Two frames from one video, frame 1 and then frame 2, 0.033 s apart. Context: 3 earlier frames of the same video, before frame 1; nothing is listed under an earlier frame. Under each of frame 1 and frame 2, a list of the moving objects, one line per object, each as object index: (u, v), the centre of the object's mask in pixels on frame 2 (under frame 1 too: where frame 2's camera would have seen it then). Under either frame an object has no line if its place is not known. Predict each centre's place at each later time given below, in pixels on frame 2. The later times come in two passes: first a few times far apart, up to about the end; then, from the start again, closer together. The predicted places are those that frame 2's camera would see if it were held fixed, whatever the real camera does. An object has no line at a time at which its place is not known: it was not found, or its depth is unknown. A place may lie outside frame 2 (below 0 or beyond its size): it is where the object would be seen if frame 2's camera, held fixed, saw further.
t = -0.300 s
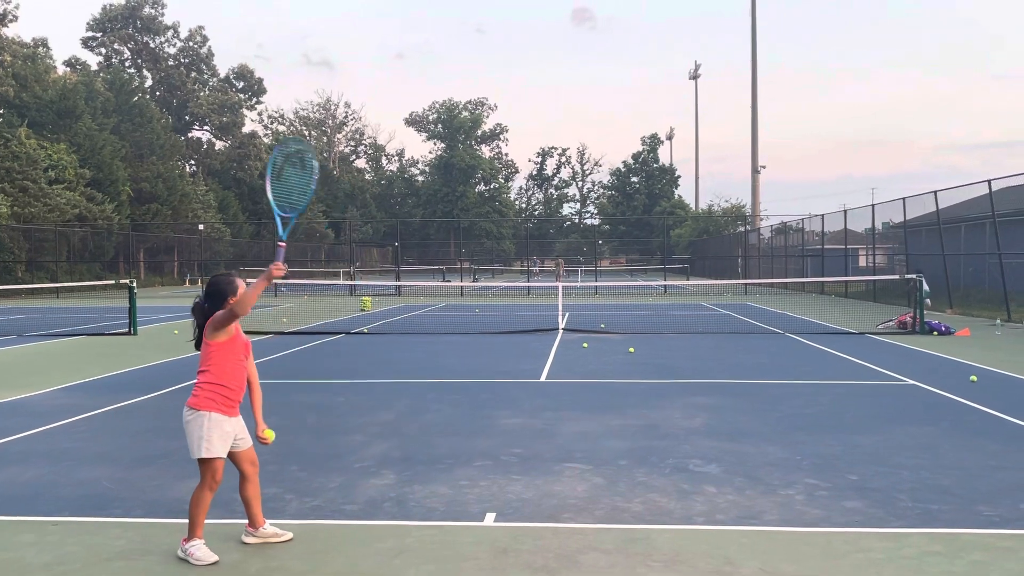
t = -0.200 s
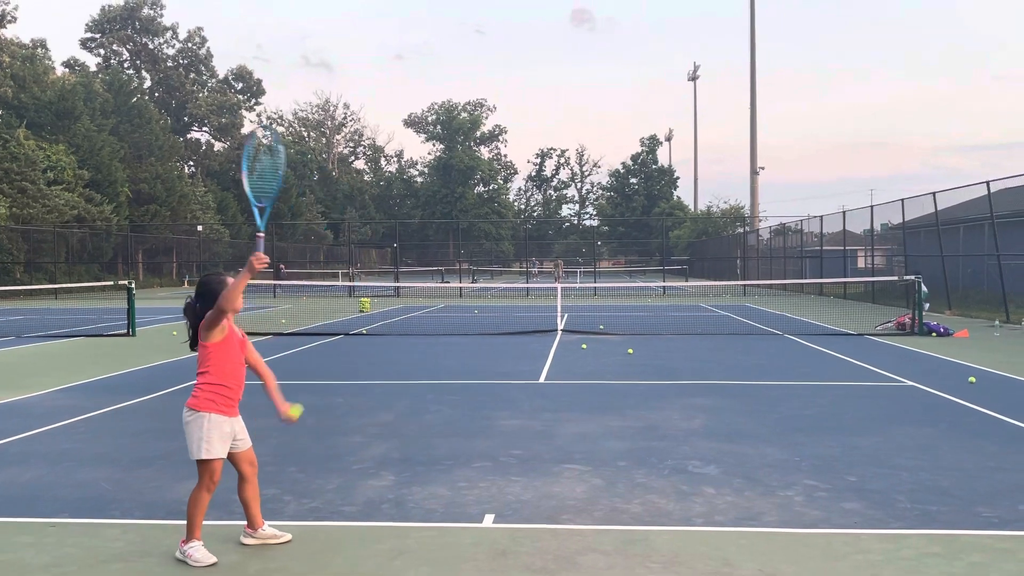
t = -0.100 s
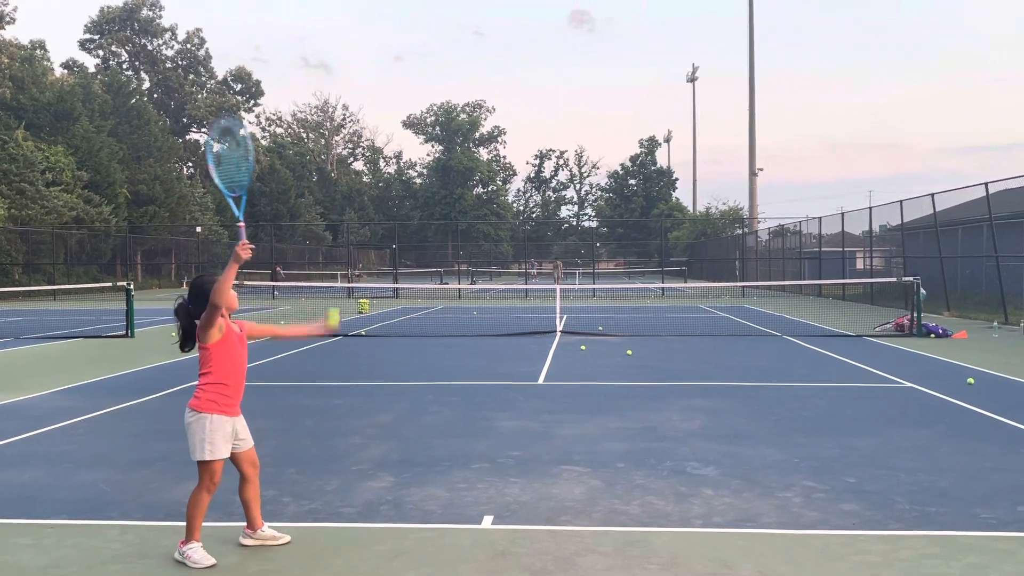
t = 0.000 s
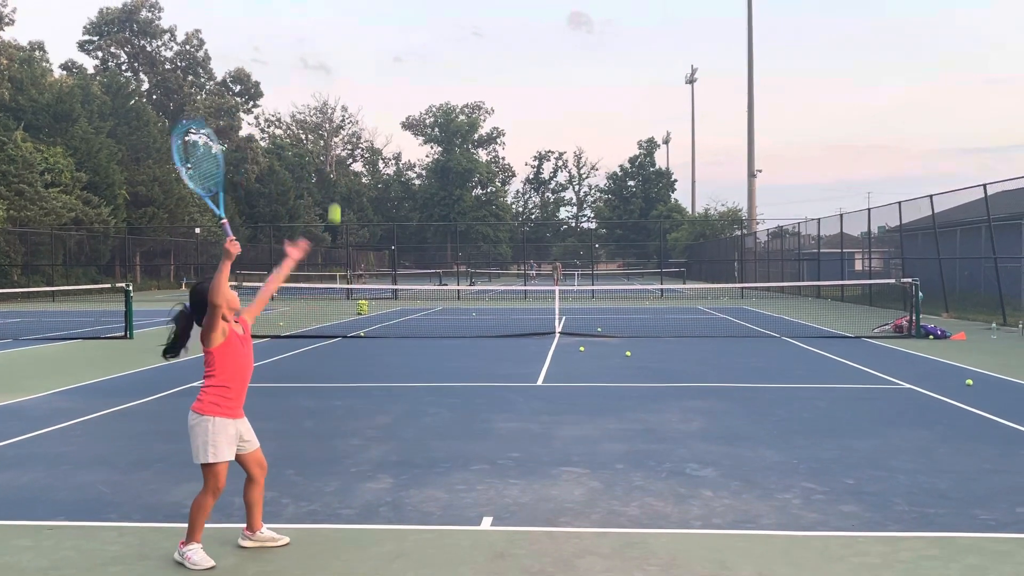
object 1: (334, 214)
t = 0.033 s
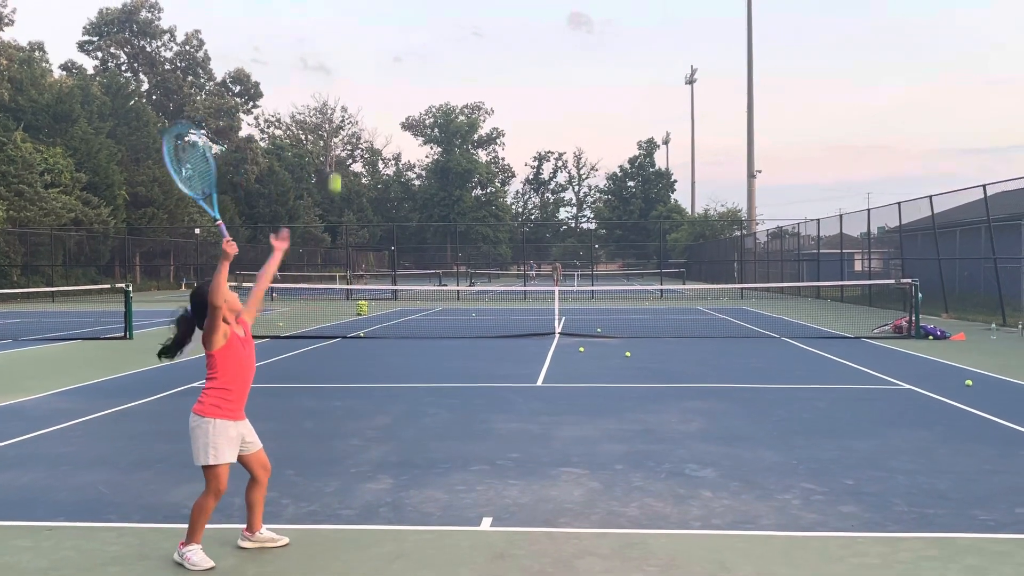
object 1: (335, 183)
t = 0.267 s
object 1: (337, 24)
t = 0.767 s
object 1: (349, 35)
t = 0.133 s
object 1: (336, 102)
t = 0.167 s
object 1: (336, 80)
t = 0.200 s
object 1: (336, 59)
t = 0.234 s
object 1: (337, 41)
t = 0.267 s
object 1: (337, 24)
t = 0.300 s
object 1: (338, 10)
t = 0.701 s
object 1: (347, 7)
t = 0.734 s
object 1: (348, 20)
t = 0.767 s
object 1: (349, 35)
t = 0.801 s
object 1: (349, 52)
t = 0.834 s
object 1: (350, 72)
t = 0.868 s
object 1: (351, 92)
